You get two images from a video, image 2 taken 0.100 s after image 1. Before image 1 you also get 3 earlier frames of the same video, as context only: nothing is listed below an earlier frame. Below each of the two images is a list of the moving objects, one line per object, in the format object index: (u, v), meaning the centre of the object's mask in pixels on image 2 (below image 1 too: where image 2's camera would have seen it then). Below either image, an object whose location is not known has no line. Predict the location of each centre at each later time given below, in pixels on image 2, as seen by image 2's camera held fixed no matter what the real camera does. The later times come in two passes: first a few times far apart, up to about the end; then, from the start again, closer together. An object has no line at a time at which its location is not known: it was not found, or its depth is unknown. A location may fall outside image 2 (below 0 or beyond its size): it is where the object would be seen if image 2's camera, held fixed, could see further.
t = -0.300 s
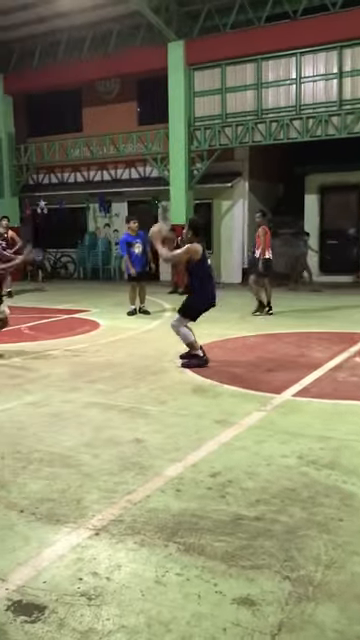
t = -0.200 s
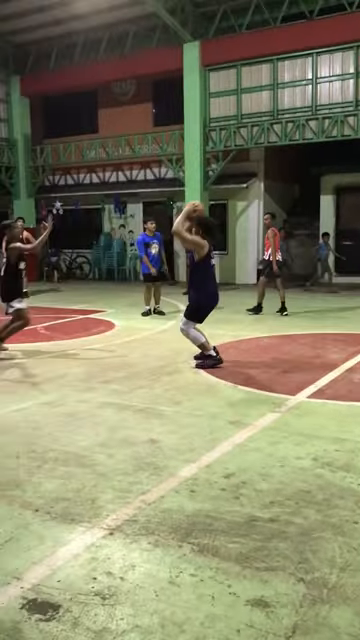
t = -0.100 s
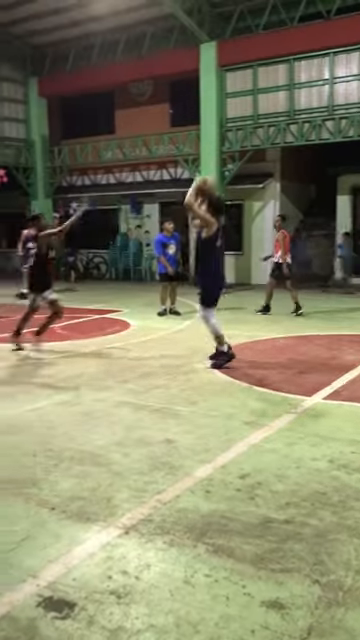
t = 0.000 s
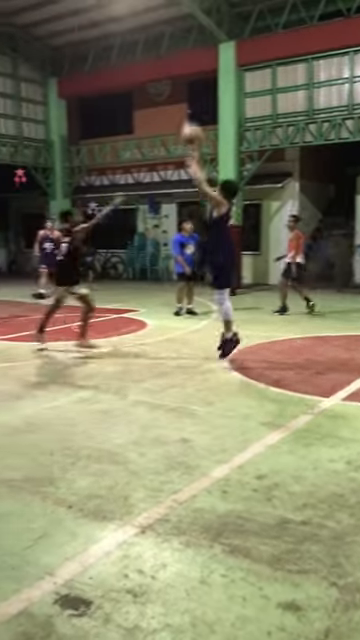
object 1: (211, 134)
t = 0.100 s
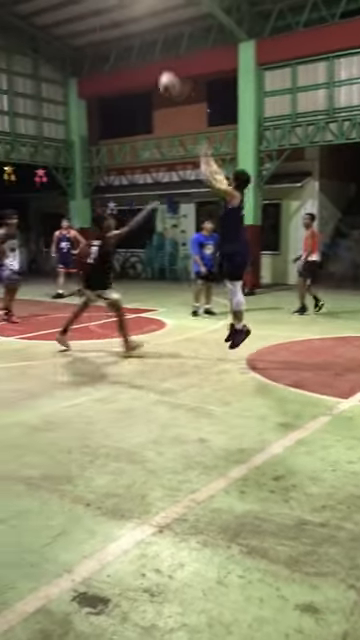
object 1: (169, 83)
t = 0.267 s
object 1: (109, 30)
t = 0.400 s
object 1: (68, 7)
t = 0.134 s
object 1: (156, 69)
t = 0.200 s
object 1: (131, 47)
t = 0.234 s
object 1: (120, 38)
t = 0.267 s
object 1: (109, 30)
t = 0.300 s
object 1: (98, 22)
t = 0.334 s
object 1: (87, 15)
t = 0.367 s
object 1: (77, 10)
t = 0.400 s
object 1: (68, 7)
